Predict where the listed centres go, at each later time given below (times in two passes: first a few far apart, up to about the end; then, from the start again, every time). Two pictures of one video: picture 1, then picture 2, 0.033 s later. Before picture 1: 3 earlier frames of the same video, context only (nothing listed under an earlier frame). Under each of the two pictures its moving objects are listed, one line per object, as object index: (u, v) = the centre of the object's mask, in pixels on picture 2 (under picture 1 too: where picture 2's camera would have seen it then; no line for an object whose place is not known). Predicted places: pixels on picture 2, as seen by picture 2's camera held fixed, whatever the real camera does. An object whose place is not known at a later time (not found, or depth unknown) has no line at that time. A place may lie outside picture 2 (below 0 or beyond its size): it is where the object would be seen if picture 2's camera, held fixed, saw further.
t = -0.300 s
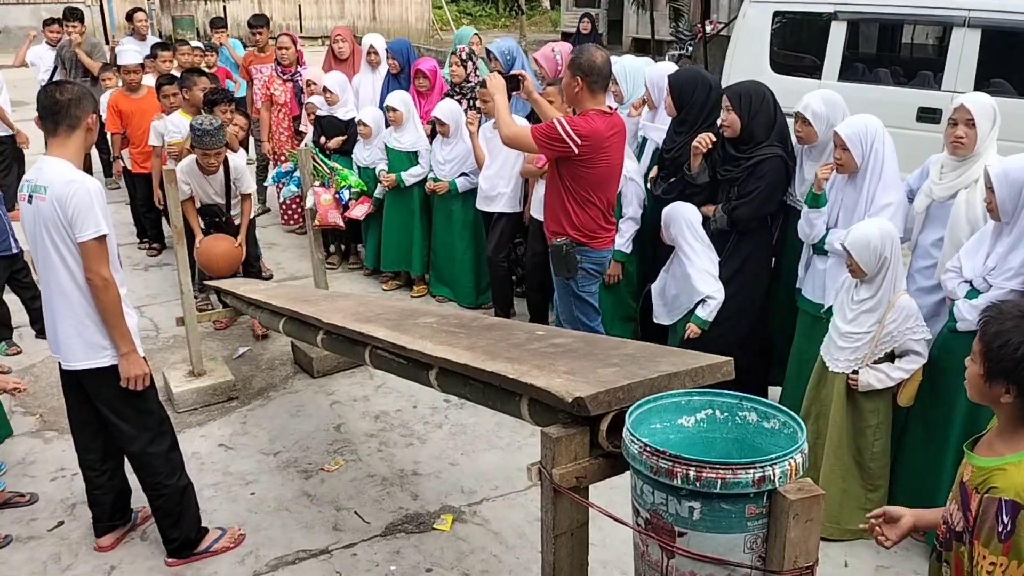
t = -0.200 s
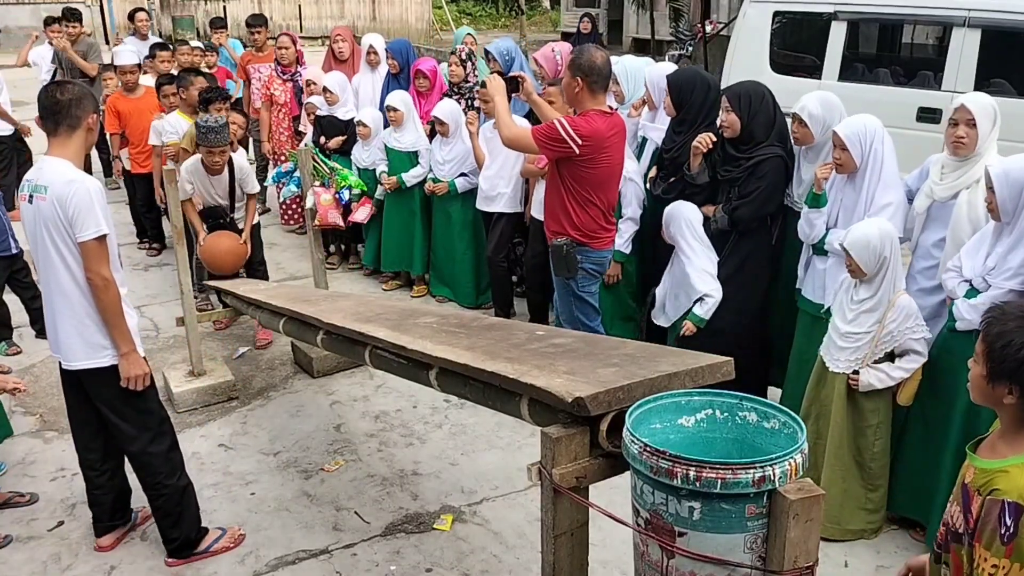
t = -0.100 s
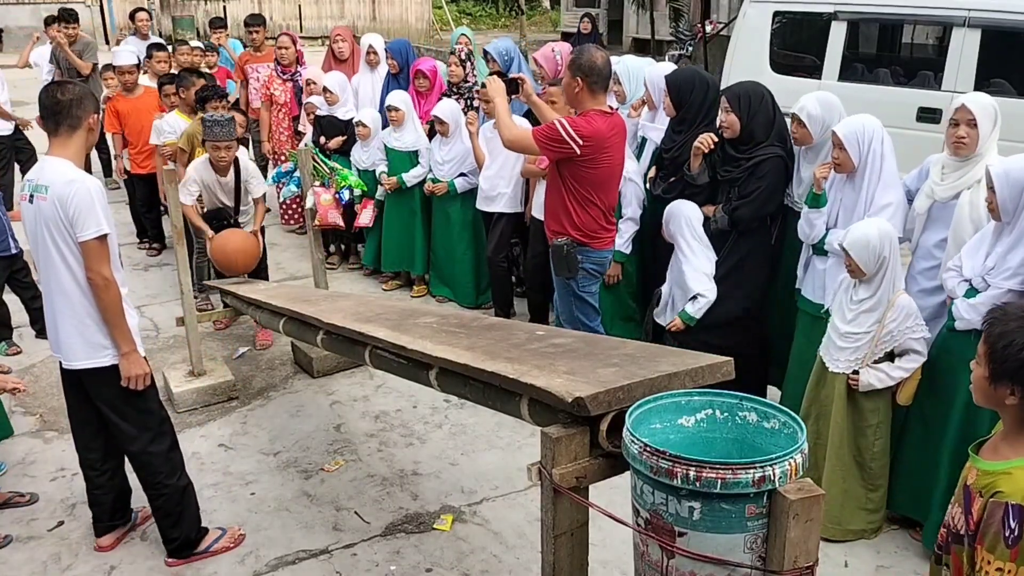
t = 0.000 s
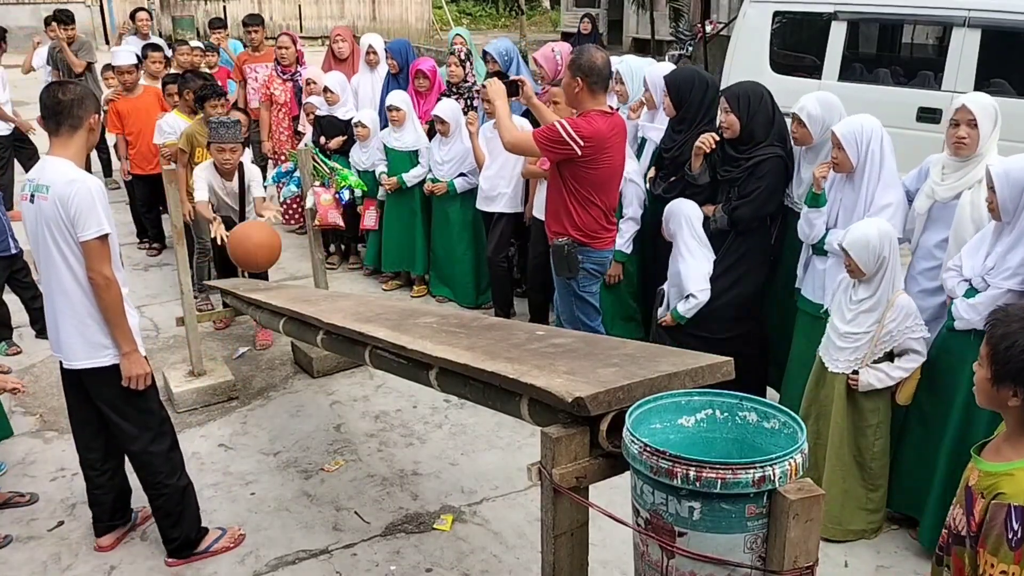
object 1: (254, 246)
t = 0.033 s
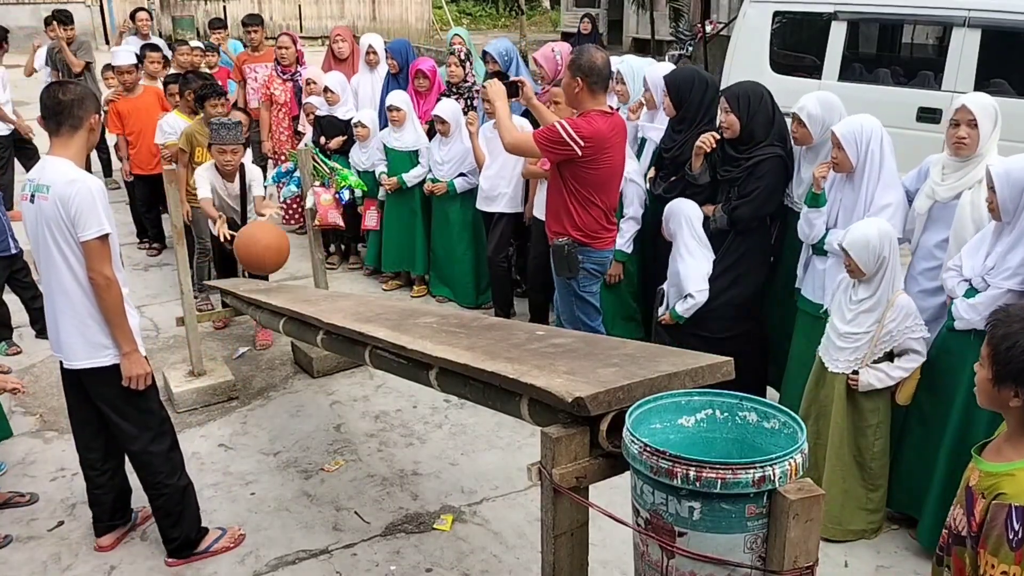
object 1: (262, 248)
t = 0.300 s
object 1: (319, 267)
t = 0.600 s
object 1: (375, 286)
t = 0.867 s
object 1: (428, 296)
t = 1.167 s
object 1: (487, 305)
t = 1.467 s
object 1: (538, 310)
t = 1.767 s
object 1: (564, 310)
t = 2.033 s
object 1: (567, 306)
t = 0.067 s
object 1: (270, 252)
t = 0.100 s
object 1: (279, 259)
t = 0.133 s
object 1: (289, 269)
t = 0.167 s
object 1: (298, 274)
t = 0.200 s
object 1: (303, 270)
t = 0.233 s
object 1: (308, 266)
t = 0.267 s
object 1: (313, 264)
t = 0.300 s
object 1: (319, 267)
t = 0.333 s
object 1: (326, 271)
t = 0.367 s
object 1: (333, 280)
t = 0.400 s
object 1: (339, 280)
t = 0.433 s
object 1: (345, 277)
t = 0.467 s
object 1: (350, 275)
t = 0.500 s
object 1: (356, 276)
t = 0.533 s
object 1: (363, 281)
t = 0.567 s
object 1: (370, 287)
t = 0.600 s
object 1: (375, 286)
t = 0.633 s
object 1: (381, 285)
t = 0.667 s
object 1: (388, 287)
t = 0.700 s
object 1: (394, 291)
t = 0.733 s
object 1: (401, 291)
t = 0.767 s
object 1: (407, 292)
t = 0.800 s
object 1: (414, 294)
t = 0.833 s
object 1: (421, 295)
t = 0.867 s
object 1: (428, 296)
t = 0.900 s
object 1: (434, 299)
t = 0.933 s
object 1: (441, 299)
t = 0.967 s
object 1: (448, 298)
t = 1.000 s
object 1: (455, 300)
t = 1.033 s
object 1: (462, 302)
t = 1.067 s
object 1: (468, 303)
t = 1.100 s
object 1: (475, 303)
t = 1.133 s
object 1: (481, 304)
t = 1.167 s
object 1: (487, 305)
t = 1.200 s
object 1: (494, 306)
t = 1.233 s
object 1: (500, 306)
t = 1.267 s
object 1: (506, 306)
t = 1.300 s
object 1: (512, 308)
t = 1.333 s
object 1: (518, 309)
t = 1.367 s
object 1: (523, 309)
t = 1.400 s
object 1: (529, 310)
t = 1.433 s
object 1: (534, 310)
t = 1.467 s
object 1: (538, 310)
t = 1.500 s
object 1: (543, 310)
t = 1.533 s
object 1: (547, 310)
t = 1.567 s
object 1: (550, 310)
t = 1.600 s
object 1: (553, 310)
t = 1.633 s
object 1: (556, 310)
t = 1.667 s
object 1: (559, 310)
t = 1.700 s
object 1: (561, 310)
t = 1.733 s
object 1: (563, 310)
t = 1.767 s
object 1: (564, 310)
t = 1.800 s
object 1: (566, 309)
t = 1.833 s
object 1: (567, 309)
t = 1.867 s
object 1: (567, 308)
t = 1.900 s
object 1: (568, 308)
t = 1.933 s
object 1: (568, 307)
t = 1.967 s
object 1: (568, 307)
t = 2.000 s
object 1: (567, 306)
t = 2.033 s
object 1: (567, 306)
